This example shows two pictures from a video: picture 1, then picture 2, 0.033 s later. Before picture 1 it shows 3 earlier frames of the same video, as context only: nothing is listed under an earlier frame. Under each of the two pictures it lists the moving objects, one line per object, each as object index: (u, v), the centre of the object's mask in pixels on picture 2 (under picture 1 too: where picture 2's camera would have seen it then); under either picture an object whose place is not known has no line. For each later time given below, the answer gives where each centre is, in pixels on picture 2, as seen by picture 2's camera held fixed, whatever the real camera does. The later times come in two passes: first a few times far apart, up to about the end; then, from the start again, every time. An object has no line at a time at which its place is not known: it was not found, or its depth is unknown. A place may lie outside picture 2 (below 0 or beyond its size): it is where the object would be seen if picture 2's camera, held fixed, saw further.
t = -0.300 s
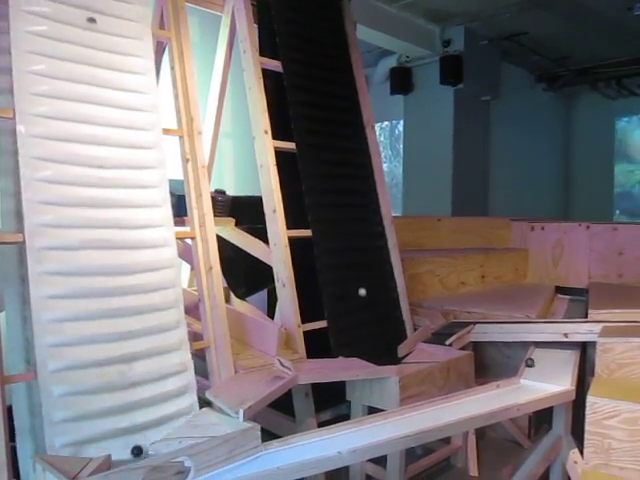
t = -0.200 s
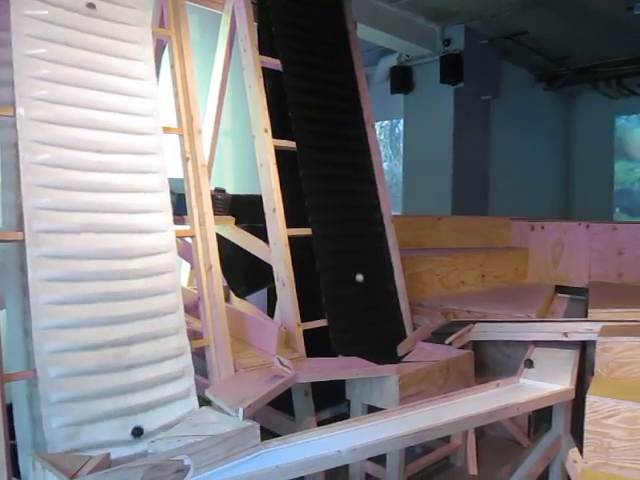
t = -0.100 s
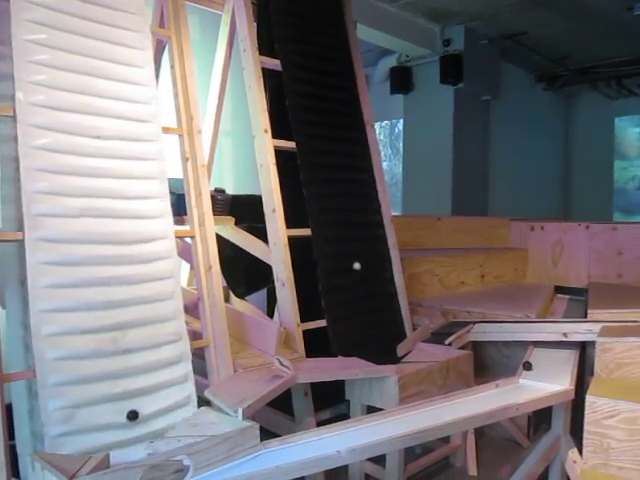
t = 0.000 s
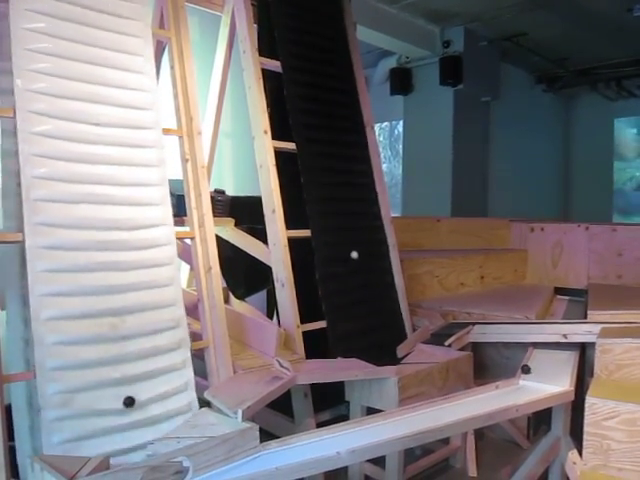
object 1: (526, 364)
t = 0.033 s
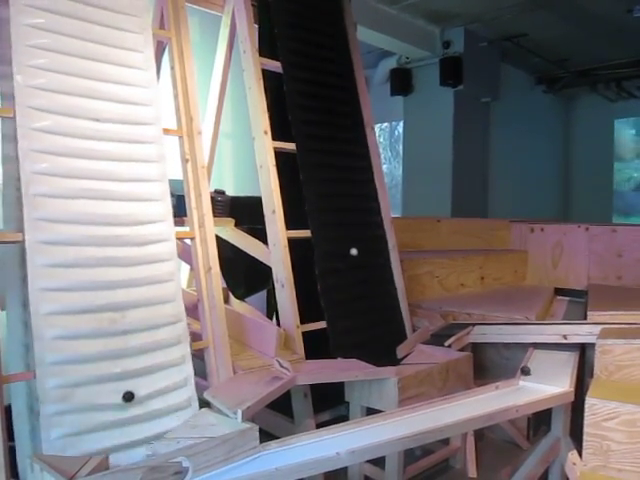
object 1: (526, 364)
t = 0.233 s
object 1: (523, 375)
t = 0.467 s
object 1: (517, 385)
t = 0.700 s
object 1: (503, 391)
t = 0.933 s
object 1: (480, 398)
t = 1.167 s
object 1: (450, 403)
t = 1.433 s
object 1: (411, 411)
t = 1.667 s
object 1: (379, 419)
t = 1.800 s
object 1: (359, 424)
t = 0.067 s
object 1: (525, 368)
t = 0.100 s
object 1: (524, 370)
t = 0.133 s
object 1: (524, 373)
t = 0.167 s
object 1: (523, 373)
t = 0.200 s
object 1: (523, 373)
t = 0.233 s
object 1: (523, 375)
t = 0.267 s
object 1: (523, 375)
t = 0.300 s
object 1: (522, 376)
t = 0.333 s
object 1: (521, 378)
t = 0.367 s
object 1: (520, 382)
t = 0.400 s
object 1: (519, 382)
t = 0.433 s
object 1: (518, 384)
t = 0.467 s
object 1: (517, 385)
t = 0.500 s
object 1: (515, 386)
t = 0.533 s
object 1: (514, 386)
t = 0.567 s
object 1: (512, 387)
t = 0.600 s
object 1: (510, 388)
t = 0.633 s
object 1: (508, 390)
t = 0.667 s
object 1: (505, 390)
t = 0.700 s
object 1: (503, 391)
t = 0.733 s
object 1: (500, 392)
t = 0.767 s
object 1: (498, 393)
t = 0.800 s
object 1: (495, 394)
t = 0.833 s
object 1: (492, 395)
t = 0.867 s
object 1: (488, 396)
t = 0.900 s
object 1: (484, 397)
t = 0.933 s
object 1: (480, 398)
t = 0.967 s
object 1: (477, 399)
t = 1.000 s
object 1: (472, 399)
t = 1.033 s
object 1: (468, 400)
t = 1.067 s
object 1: (464, 401)
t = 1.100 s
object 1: (459, 402)
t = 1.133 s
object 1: (454, 402)
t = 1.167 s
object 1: (450, 403)
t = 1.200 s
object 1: (445, 404)
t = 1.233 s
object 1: (439, 405)
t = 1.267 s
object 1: (434, 406)
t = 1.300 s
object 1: (428, 407)
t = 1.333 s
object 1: (423, 408)
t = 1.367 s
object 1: (419, 409)
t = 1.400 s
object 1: (415, 410)
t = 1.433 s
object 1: (411, 411)
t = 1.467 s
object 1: (406, 412)
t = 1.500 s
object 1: (402, 413)
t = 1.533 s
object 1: (397, 415)
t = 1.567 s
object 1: (392, 416)
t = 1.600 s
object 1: (388, 417)
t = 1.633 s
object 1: (383, 418)
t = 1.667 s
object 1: (379, 419)
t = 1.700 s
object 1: (373, 420)
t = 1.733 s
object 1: (368, 422)
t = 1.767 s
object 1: (364, 423)
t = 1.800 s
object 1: (359, 424)
